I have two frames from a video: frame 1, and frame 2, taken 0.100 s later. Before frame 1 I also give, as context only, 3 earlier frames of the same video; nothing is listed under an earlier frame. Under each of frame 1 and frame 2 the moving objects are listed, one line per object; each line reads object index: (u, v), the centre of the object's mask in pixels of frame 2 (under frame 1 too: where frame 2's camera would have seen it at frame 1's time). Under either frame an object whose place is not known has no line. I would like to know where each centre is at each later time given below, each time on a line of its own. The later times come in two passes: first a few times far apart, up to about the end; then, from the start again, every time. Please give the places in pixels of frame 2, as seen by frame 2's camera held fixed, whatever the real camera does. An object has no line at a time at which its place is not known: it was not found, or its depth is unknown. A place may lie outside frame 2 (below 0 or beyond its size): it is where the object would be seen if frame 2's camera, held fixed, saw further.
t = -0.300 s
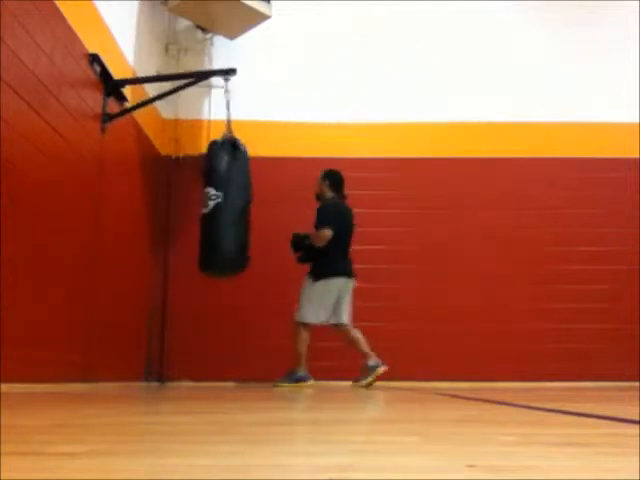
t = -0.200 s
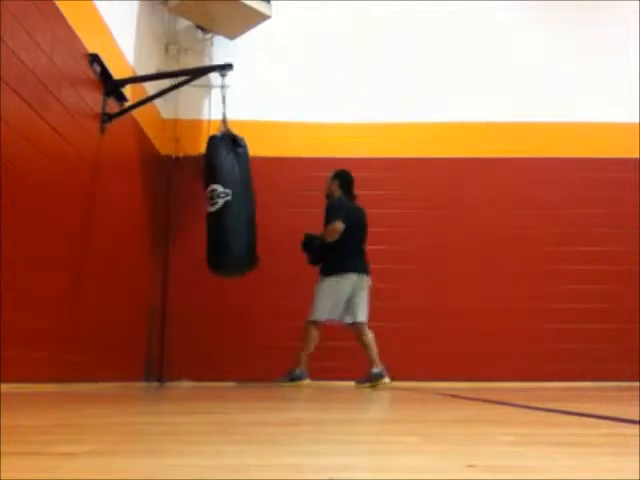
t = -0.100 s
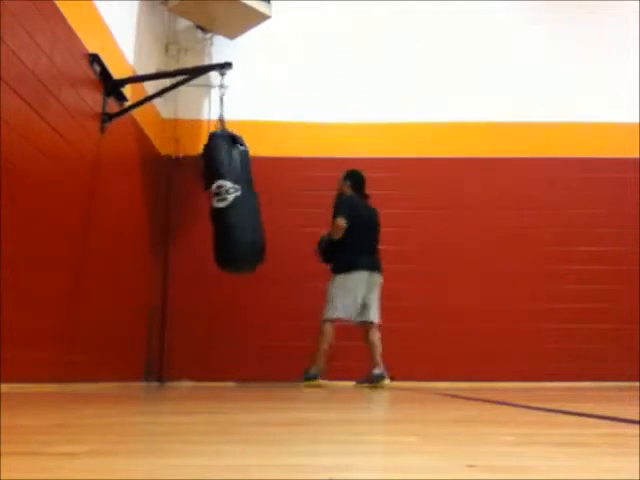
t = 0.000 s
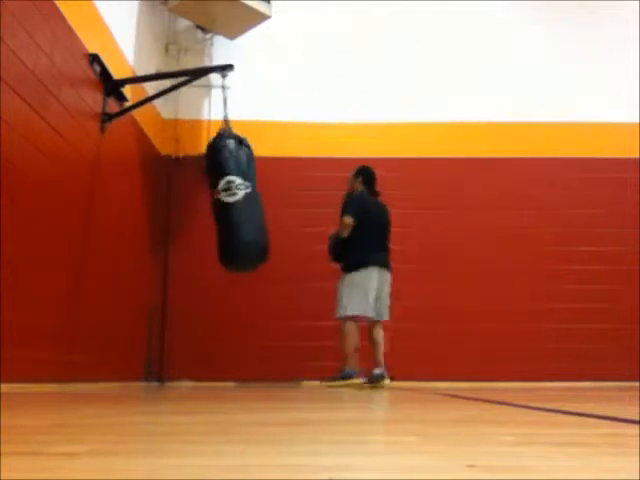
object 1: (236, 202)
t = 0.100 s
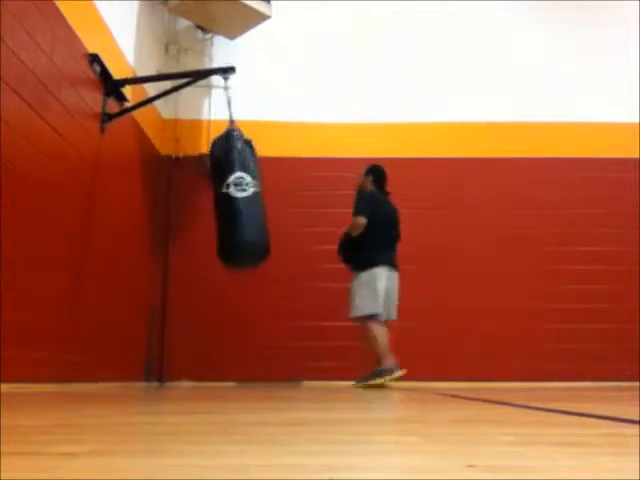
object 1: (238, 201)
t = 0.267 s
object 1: (236, 202)
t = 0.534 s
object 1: (227, 203)
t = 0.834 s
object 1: (213, 209)
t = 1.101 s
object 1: (205, 213)
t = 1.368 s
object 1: (209, 216)
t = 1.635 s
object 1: (223, 223)
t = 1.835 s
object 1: (236, 227)
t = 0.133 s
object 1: (238, 201)
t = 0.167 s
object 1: (238, 201)
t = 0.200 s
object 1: (238, 202)
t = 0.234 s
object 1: (237, 202)
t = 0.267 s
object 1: (236, 202)
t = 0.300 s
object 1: (236, 202)
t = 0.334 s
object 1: (236, 202)
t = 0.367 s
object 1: (234, 202)
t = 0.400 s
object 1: (233, 203)
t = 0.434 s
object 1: (233, 203)
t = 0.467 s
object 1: (231, 202)
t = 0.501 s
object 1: (229, 203)
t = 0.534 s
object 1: (227, 203)
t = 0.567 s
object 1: (225, 203)
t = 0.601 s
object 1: (224, 204)
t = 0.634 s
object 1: (222, 205)
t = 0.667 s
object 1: (220, 205)
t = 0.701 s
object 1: (219, 206)
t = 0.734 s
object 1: (217, 207)
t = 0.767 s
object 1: (216, 207)
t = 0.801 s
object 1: (214, 208)
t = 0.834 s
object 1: (213, 209)
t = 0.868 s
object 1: (212, 209)
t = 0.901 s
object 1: (210, 210)
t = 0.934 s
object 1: (209, 210)
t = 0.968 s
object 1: (208, 211)
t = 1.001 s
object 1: (207, 211)
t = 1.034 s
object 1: (206, 212)
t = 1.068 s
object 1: (206, 213)
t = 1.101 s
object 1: (205, 213)
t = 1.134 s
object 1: (205, 214)
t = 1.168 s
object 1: (206, 214)
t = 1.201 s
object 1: (206, 214)
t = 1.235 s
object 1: (206, 214)
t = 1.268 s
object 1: (207, 214)
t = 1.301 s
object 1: (207, 215)
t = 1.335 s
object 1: (208, 215)
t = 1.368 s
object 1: (209, 216)
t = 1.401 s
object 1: (210, 217)
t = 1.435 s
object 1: (212, 218)
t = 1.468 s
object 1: (213, 219)
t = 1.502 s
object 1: (215, 219)
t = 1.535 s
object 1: (217, 220)
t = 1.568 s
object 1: (219, 221)
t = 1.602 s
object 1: (221, 222)
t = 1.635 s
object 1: (223, 223)
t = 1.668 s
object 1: (225, 224)
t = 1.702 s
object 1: (227, 225)
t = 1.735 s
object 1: (230, 226)
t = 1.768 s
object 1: (232, 227)
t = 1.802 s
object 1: (234, 227)
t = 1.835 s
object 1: (236, 227)
